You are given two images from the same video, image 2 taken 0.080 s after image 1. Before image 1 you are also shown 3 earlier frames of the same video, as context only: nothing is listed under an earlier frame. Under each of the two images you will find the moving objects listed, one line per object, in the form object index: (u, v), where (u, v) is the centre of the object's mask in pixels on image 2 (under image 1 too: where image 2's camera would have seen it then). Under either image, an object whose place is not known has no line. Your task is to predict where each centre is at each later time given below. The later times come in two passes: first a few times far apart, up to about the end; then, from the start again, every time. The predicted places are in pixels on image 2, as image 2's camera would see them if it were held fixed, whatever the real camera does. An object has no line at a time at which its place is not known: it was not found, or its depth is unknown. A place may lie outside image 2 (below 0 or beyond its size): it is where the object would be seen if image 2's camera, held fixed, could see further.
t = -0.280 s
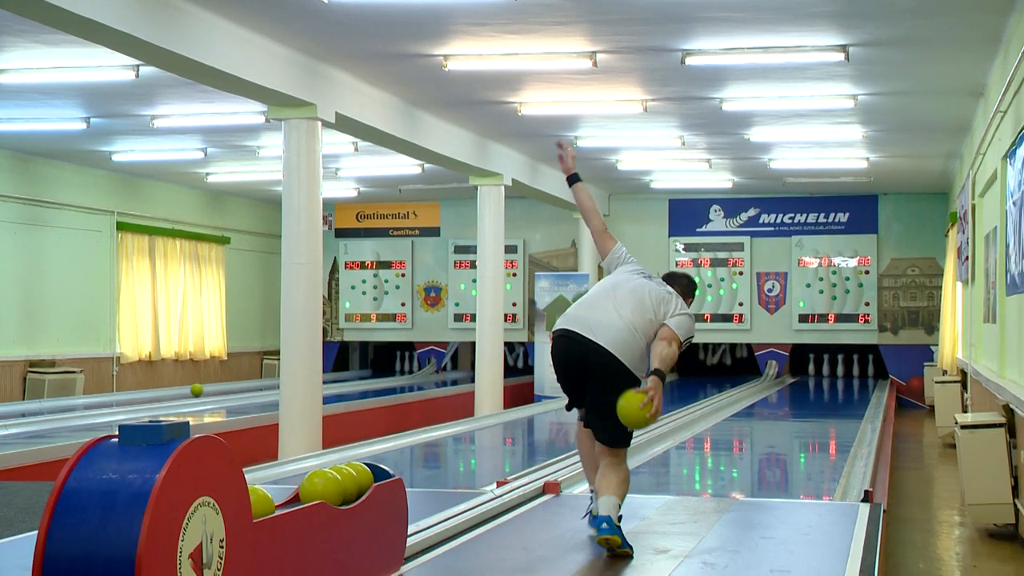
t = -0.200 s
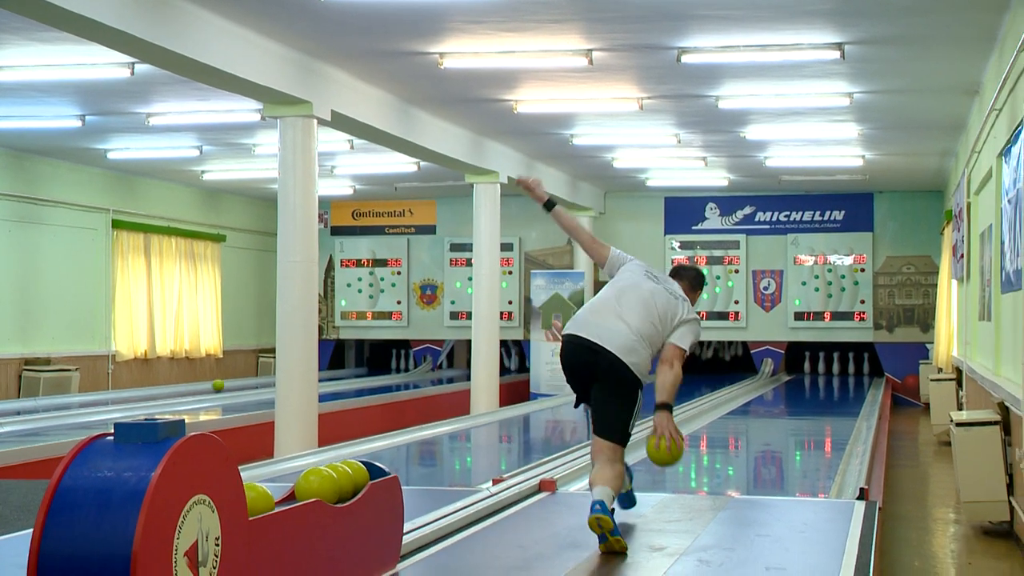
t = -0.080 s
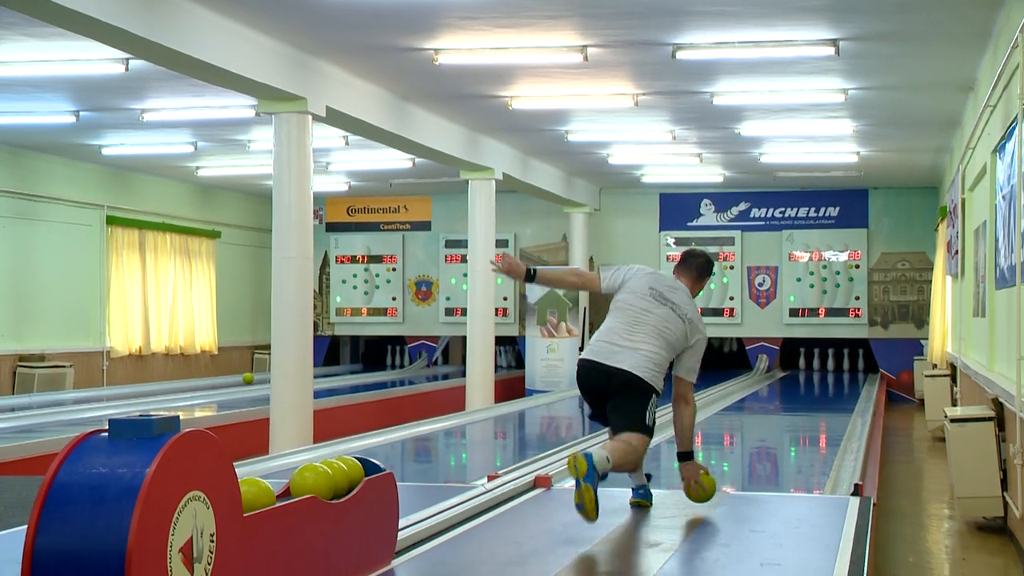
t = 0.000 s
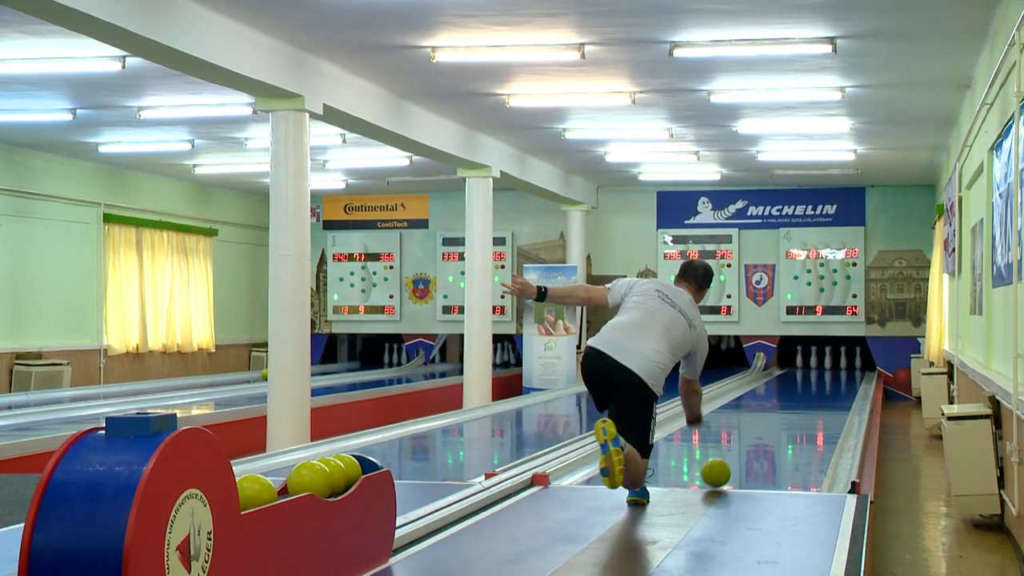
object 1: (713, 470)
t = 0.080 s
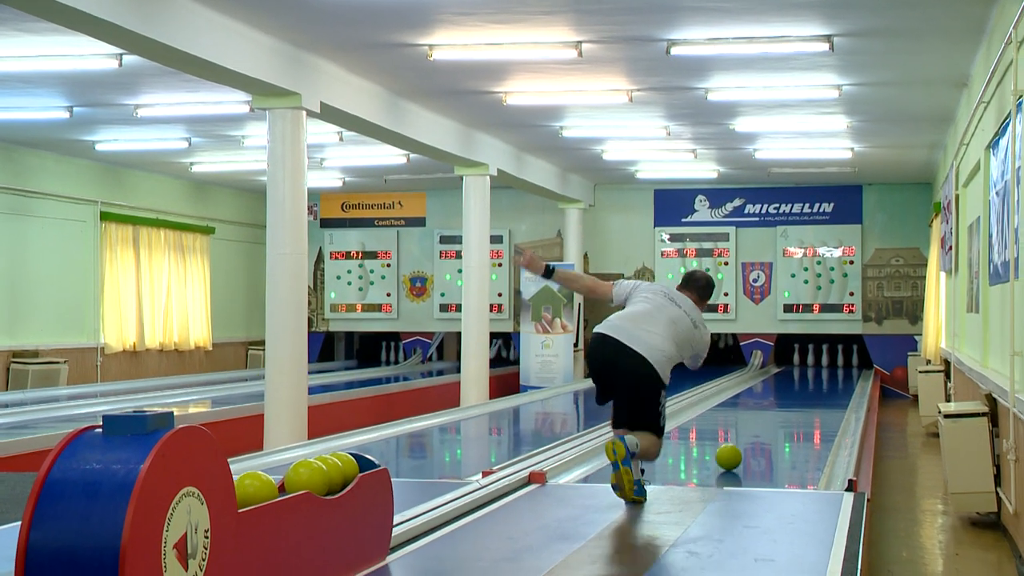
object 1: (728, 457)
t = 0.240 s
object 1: (752, 434)
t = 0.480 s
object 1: (776, 411)
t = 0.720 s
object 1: (792, 395)
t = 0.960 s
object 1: (803, 383)
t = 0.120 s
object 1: (735, 450)
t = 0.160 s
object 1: (741, 444)
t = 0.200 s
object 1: (747, 439)
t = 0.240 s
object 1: (752, 434)
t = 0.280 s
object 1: (757, 429)
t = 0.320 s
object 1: (761, 425)
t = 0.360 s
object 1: (765, 421)
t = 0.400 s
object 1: (769, 418)
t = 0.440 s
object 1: (772, 414)
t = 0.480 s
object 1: (776, 411)
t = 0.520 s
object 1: (780, 407)
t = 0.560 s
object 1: (785, 403)
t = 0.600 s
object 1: (788, 402)
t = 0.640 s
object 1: (788, 401)
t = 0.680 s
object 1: (790, 397)
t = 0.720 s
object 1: (792, 395)
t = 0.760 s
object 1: (794, 393)
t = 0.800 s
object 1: (796, 391)
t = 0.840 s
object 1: (798, 389)
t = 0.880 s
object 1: (799, 387)
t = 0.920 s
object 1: (801, 385)
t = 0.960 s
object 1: (803, 383)
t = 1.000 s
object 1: (804, 382)
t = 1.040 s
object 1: (806, 380)
